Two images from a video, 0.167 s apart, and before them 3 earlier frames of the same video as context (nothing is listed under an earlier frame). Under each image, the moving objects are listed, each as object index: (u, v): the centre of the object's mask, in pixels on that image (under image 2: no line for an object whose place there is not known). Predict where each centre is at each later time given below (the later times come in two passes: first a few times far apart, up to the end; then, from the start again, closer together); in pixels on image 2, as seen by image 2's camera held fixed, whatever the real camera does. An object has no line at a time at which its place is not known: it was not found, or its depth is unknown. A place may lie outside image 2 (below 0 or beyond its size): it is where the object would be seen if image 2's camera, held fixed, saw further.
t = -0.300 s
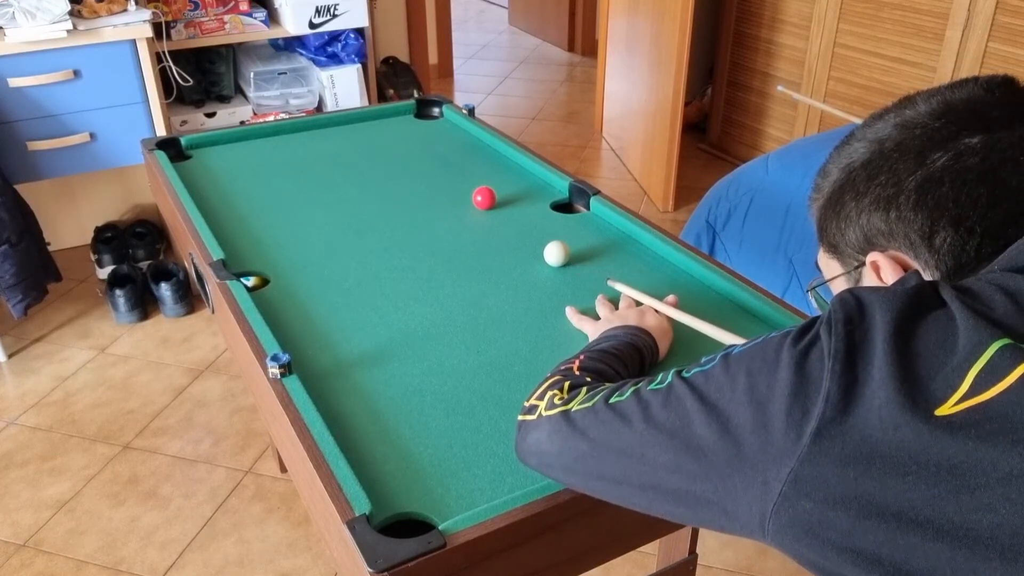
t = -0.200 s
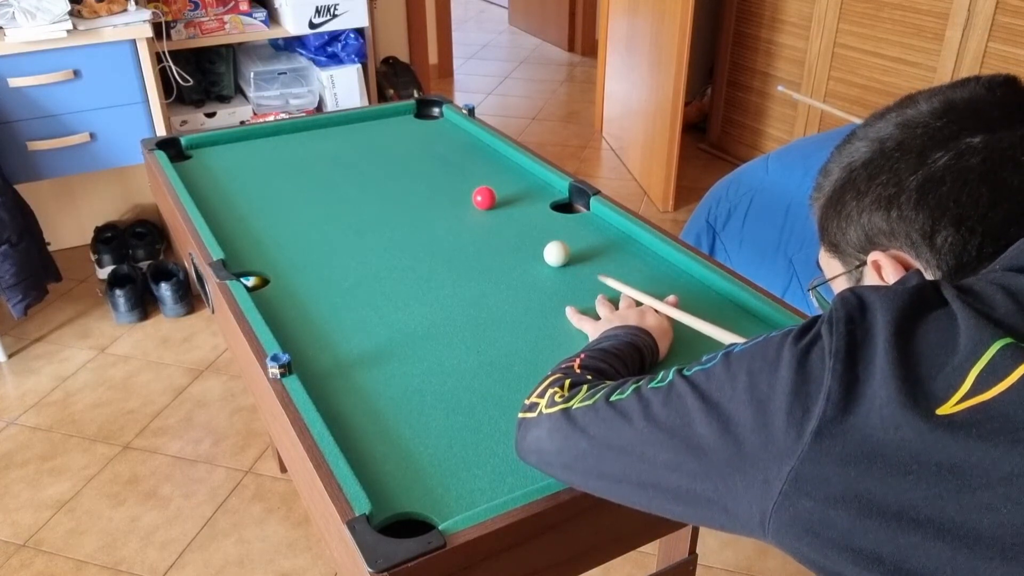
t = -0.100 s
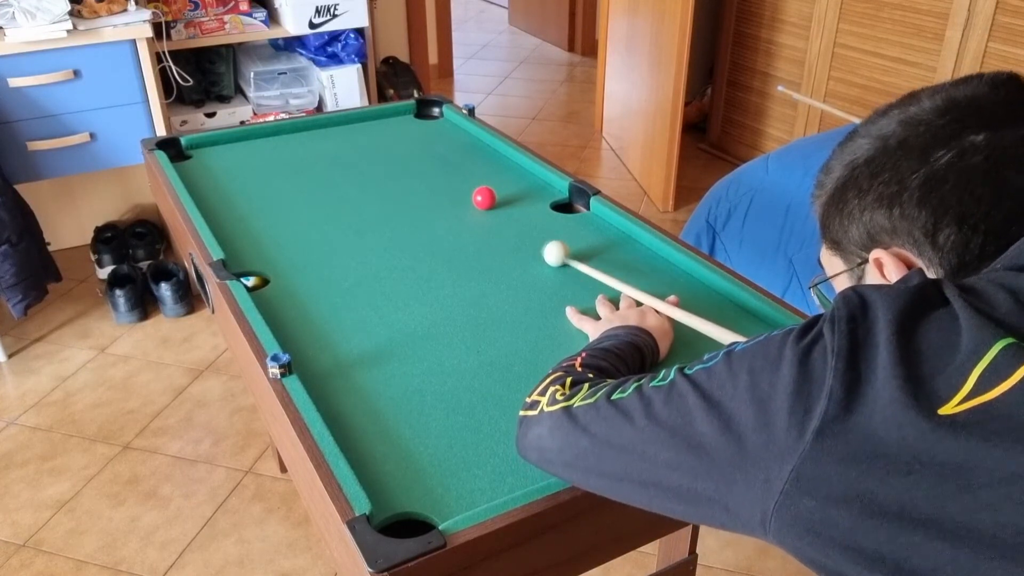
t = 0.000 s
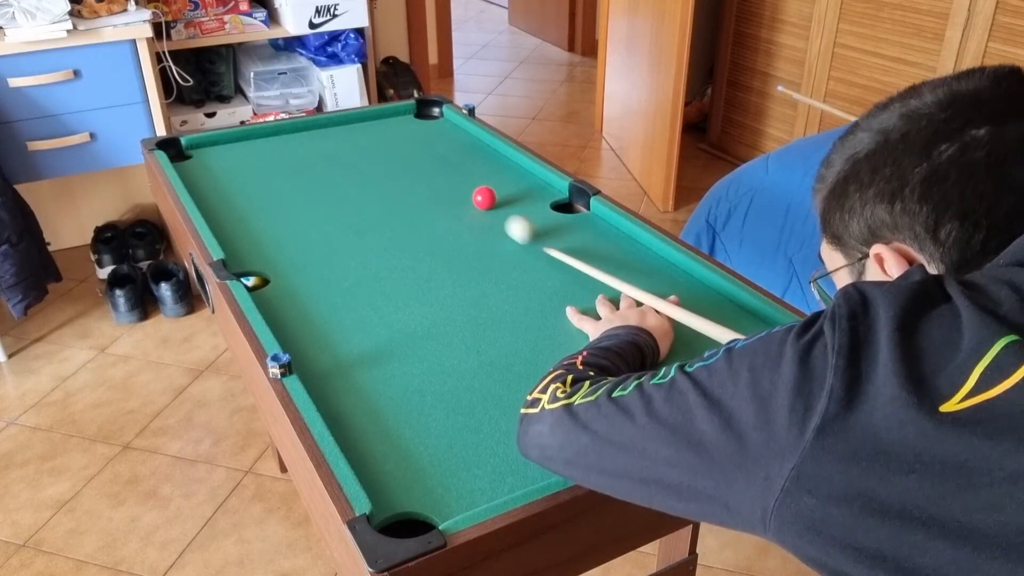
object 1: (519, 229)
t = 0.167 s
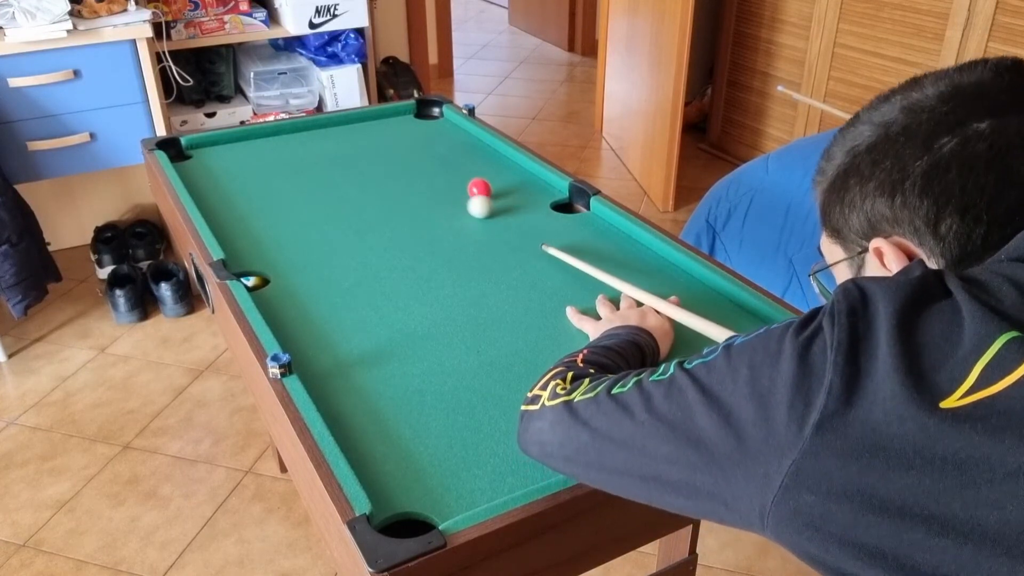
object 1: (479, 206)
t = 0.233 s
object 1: (468, 204)
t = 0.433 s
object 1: (437, 197)
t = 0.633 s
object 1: (410, 190)
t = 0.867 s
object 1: (384, 184)
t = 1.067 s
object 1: (365, 179)
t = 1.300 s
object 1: (346, 175)
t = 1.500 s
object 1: (334, 172)
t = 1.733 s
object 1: (324, 169)
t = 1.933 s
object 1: (317, 167)
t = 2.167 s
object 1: (312, 166)
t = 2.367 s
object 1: (311, 165)
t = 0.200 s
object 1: (474, 205)
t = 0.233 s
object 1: (468, 204)
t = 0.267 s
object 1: (462, 203)
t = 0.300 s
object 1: (457, 201)
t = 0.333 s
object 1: (452, 200)
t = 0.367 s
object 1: (447, 199)
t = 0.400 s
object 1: (442, 198)
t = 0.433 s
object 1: (437, 197)
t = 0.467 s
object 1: (432, 196)
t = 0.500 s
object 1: (427, 195)
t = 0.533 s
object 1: (423, 193)
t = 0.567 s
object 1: (419, 192)
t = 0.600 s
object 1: (414, 191)
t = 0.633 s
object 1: (410, 190)
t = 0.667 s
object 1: (406, 189)
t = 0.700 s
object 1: (402, 188)
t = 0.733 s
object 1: (398, 188)
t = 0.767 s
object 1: (394, 186)
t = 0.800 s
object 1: (391, 186)
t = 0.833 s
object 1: (387, 185)
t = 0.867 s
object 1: (384, 184)
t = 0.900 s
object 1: (380, 183)
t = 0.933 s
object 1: (377, 182)
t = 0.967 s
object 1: (374, 182)
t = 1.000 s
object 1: (371, 181)
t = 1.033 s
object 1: (368, 180)
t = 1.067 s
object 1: (365, 179)
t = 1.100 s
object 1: (362, 178)
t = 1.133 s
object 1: (359, 178)
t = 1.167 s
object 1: (356, 177)
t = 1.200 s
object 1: (354, 177)
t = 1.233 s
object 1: (351, 176)
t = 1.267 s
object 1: (349, 175)
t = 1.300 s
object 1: (346, 175)
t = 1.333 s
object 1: (344, 174)
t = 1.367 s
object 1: (342, 174)
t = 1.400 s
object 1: (340, 173)
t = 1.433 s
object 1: (338, 173)
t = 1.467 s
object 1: (336, 172)
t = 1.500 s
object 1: (334, 172)
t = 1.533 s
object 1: (332, 171)
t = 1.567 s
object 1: (331, 171)
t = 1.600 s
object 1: (330, 170)
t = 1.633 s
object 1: (328, 170)
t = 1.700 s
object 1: (325, 169)
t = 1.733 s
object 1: (324, 169)
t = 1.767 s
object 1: (322, 168)
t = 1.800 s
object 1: (321, 168)
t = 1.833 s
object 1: (320, 168)
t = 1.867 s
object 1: (319, 167)
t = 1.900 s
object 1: (318, 167)
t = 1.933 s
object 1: (317, 167)
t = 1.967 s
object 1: (316, 167)
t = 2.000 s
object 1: (315, 167)
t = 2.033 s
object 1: (315, 166)
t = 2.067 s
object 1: (314, 166)
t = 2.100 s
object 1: (313, 166)
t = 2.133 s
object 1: (313, 166)
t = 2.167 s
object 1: (312, 166)
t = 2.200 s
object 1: (312, 165)
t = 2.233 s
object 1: (312, 165)
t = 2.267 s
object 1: (311, 165)
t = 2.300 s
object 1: (311, 165)
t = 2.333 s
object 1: (311, 165)
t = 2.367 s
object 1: (311, 165)
